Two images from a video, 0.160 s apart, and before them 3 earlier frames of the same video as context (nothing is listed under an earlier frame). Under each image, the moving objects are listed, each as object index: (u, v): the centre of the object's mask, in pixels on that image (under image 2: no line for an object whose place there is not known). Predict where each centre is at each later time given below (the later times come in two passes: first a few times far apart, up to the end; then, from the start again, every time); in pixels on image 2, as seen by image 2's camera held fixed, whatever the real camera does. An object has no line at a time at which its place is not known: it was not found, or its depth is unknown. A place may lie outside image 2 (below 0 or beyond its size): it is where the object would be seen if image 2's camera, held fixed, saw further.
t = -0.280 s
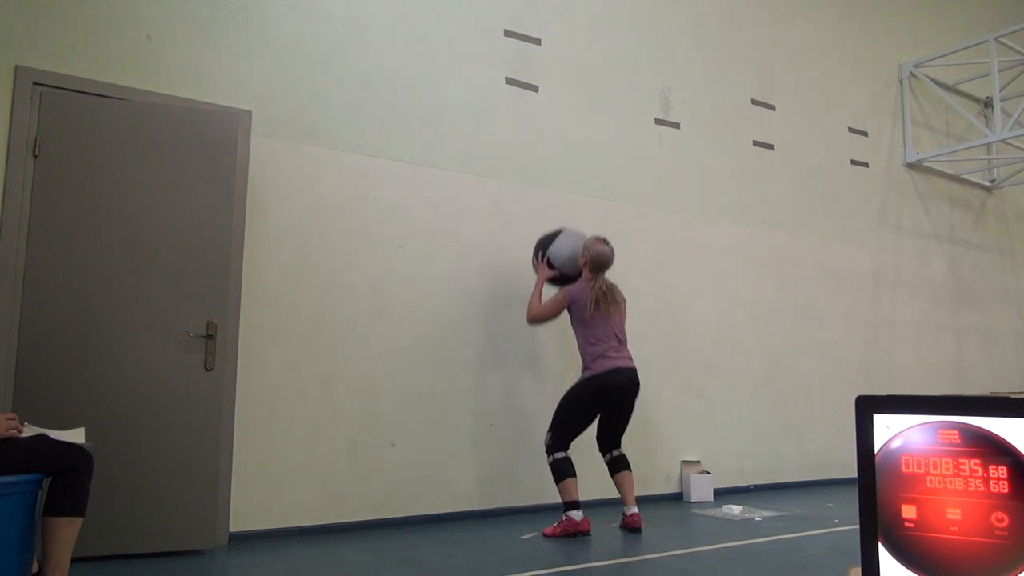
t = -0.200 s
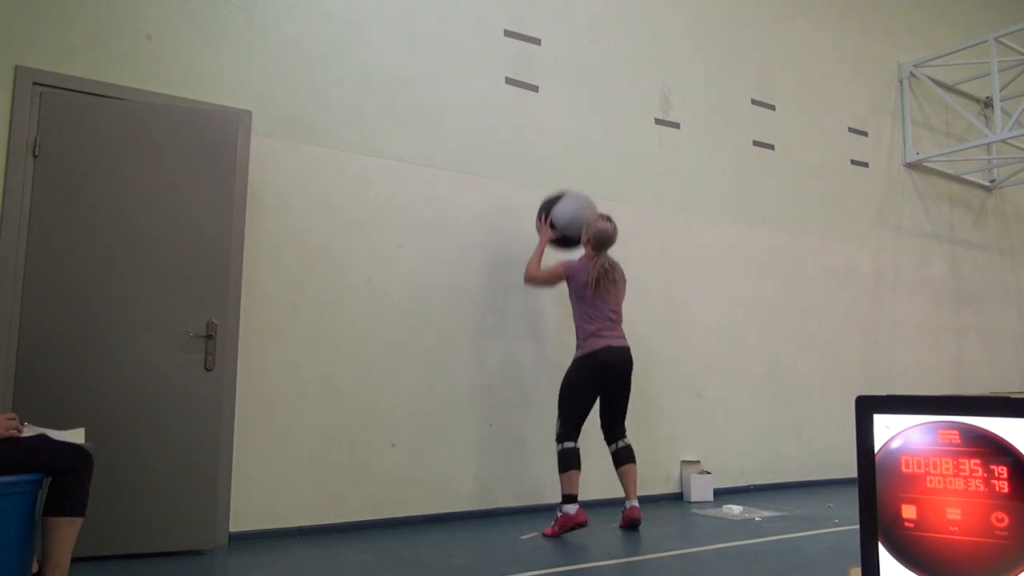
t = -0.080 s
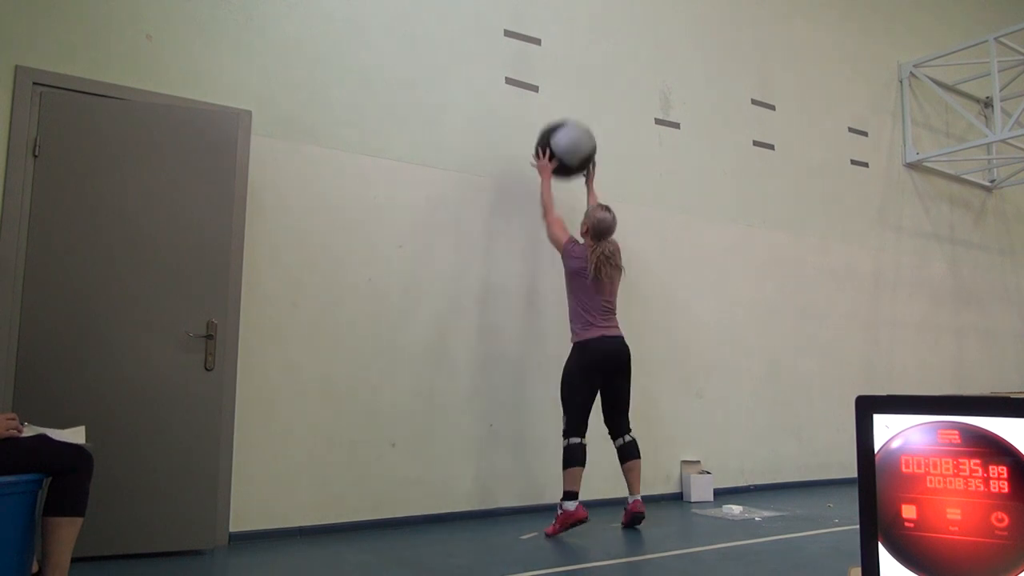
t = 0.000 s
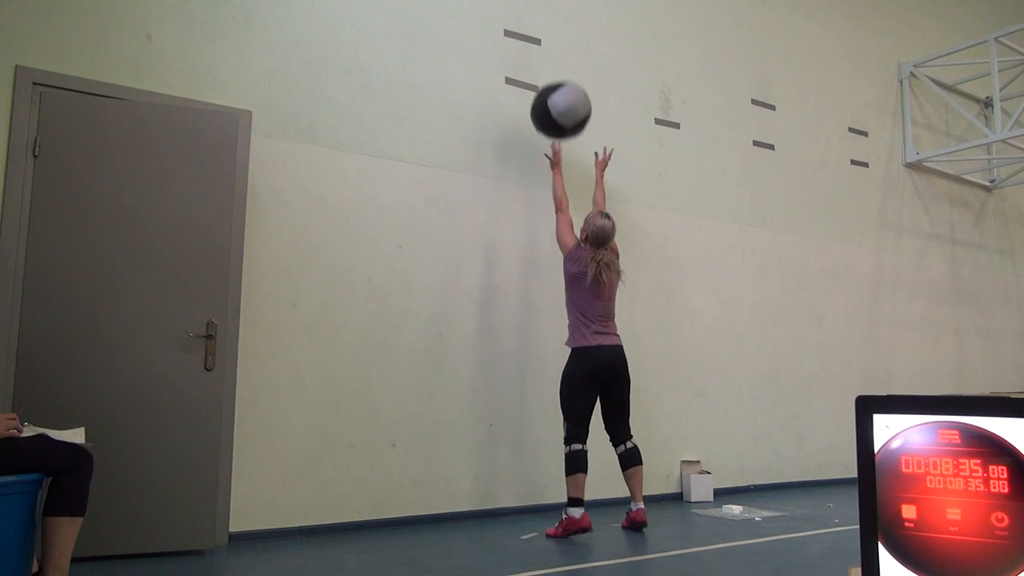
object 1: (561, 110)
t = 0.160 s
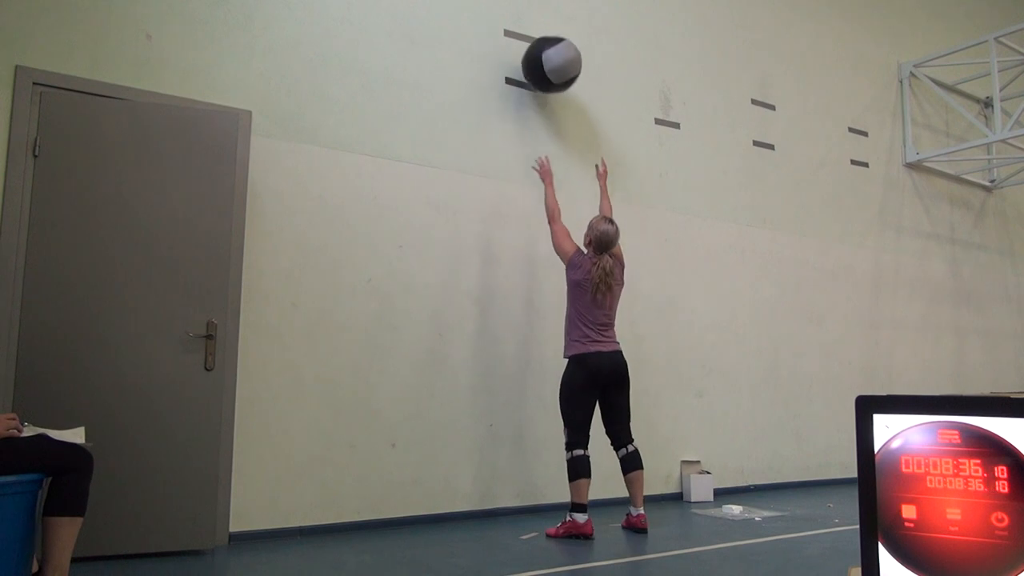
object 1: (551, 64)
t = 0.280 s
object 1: (545, 56)
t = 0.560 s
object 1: (560, 109)
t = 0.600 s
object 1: (561, 127)
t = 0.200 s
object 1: (549, 59)
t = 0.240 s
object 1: (547, 56)
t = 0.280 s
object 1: (545, 56)
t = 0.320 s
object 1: (547, 57)
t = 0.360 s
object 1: (549, 59)
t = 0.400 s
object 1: (551, 64)
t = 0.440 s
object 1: (553, 71)
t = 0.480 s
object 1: (555, 81)
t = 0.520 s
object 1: (557, 94)
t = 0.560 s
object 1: (560, 109)
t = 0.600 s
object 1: (561, 127)
